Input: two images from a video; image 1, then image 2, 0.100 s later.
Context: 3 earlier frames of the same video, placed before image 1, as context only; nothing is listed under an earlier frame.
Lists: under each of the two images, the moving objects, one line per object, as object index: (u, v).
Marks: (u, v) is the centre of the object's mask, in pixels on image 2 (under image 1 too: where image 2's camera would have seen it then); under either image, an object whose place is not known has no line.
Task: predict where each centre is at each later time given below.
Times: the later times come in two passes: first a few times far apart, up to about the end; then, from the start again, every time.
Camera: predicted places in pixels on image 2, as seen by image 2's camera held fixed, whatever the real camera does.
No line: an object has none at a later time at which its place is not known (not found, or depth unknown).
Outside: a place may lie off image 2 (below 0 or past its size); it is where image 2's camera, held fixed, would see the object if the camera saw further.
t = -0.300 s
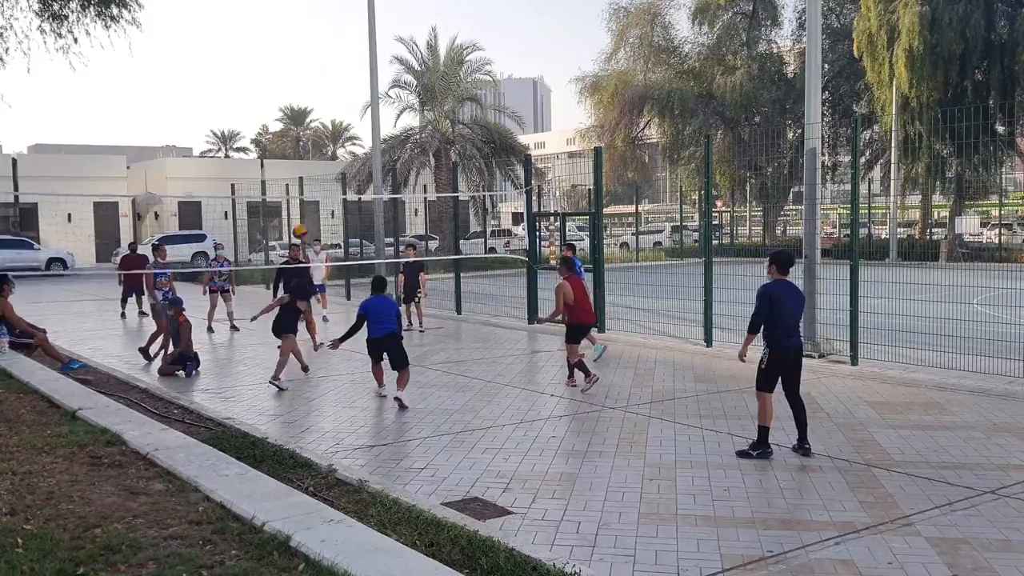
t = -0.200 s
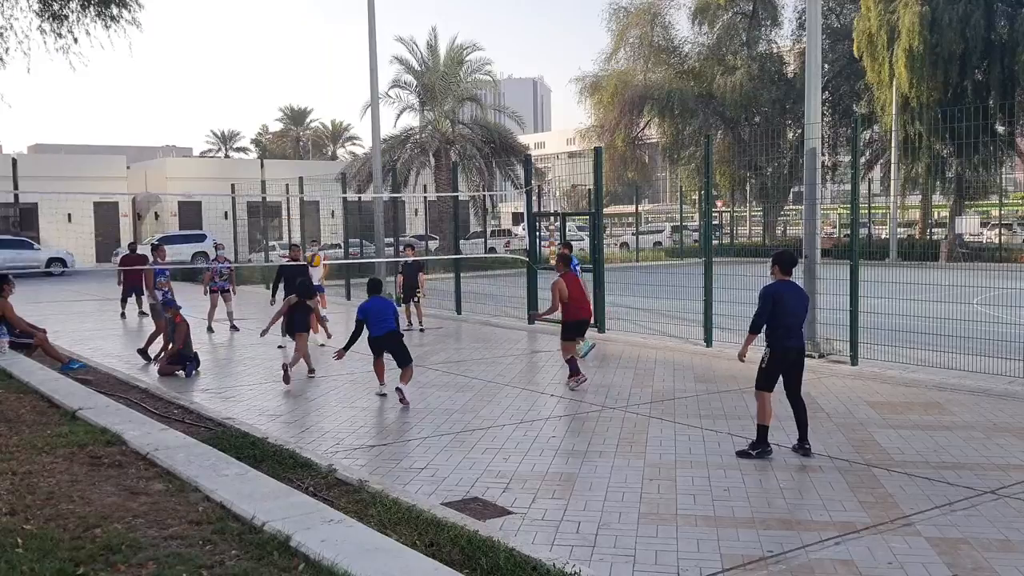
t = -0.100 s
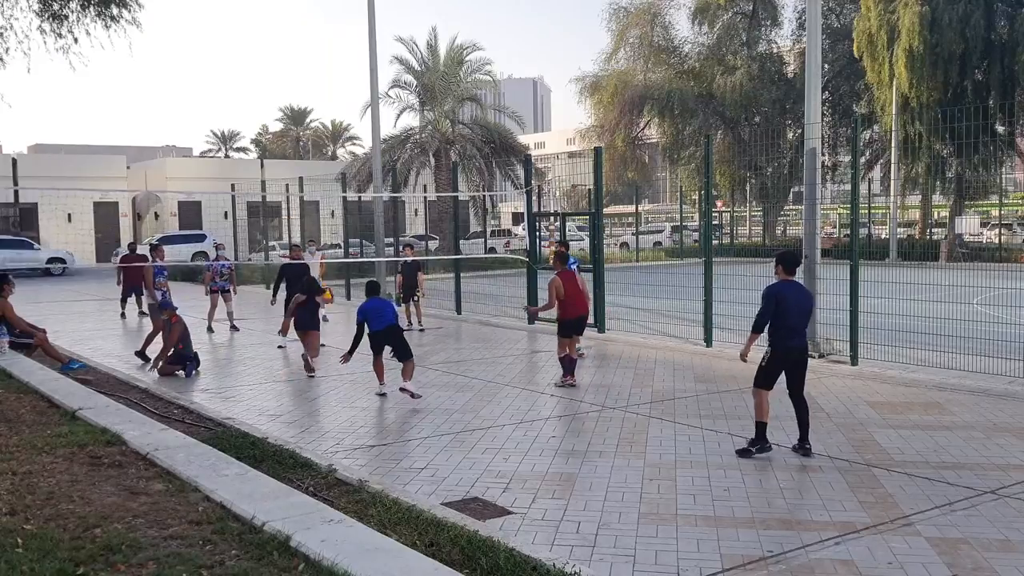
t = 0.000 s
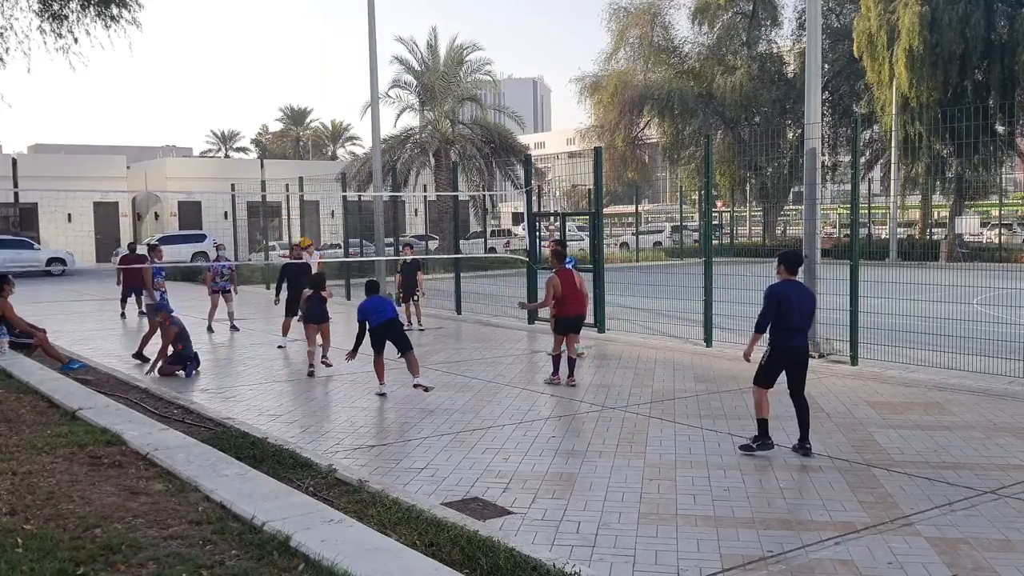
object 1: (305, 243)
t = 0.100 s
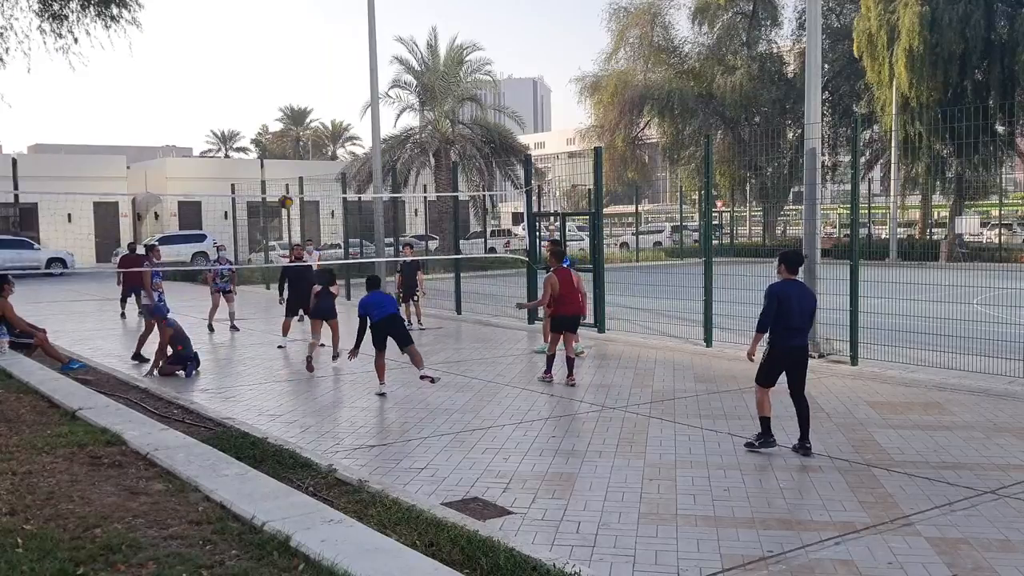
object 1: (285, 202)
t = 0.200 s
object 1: (265, 166)
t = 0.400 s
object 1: (228, 119)
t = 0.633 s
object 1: (189, 99)
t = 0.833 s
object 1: (159, 110)
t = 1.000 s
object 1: (137, 139)
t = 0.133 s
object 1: (278, 189)
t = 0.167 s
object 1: (272, 177)
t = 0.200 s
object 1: (265, 166)
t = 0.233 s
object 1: (260, 155)
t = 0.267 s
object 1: (253, 147)
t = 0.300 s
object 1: (246, 139)
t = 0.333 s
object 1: (240, 131)
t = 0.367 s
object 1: (234, 125)
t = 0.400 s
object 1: (228, 119)
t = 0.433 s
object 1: (222, 114)
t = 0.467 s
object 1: (216, 109)
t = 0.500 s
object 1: (211, 106)
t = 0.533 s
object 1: (205, 103)
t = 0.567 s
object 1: (200, 101)
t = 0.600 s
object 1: (194, 99)
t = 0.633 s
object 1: (189, 99)
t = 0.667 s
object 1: (184, 99)
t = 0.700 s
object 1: (179, 100)
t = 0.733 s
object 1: (174, 101)
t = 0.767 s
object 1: (169, 104)
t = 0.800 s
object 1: (164, 107)
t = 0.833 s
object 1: (159, 110)
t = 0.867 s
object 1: (155, 115)
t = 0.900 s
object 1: (150, 120)
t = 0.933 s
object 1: (146, 125)
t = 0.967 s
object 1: (141, 132)
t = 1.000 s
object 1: (137, 139)
